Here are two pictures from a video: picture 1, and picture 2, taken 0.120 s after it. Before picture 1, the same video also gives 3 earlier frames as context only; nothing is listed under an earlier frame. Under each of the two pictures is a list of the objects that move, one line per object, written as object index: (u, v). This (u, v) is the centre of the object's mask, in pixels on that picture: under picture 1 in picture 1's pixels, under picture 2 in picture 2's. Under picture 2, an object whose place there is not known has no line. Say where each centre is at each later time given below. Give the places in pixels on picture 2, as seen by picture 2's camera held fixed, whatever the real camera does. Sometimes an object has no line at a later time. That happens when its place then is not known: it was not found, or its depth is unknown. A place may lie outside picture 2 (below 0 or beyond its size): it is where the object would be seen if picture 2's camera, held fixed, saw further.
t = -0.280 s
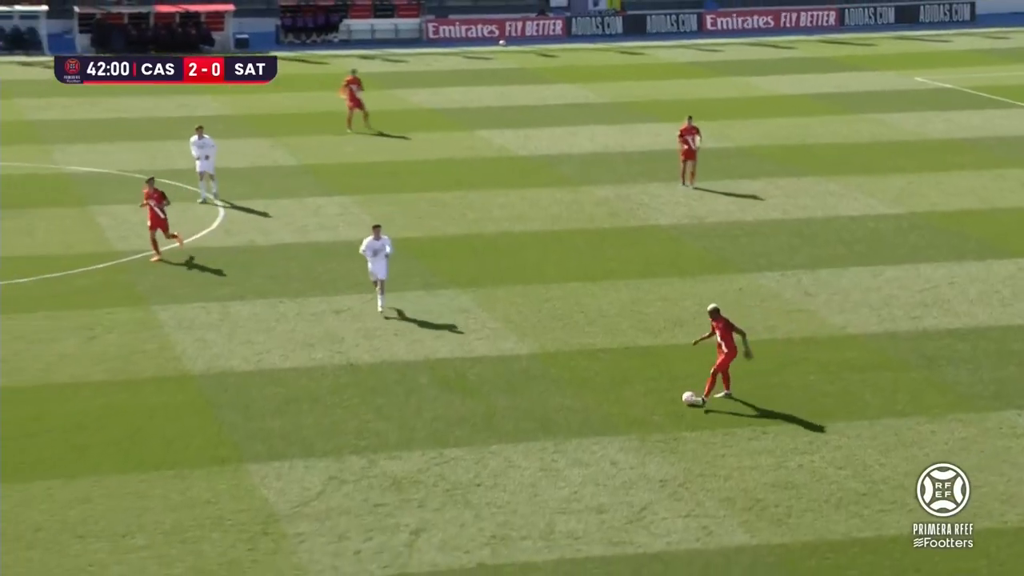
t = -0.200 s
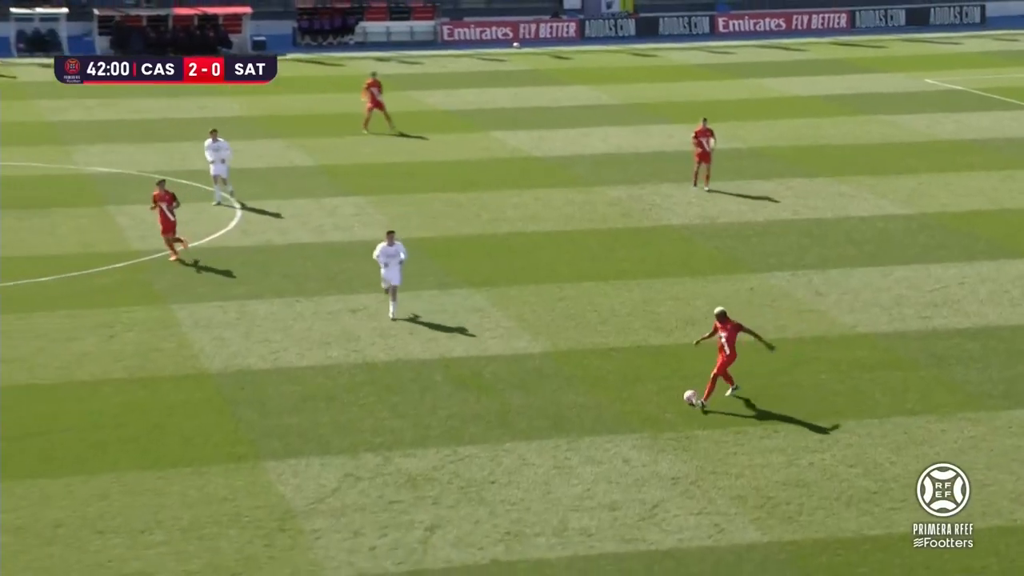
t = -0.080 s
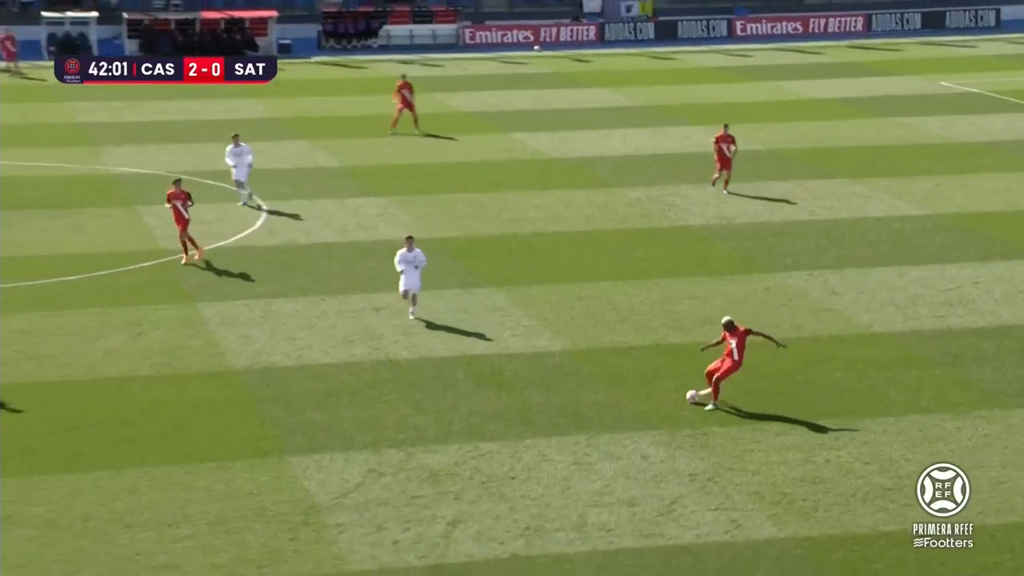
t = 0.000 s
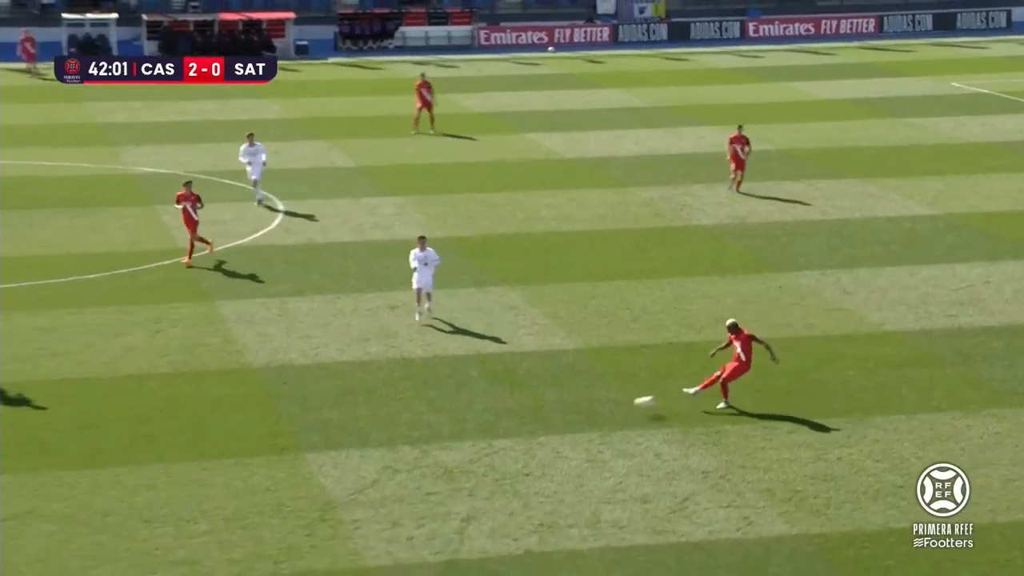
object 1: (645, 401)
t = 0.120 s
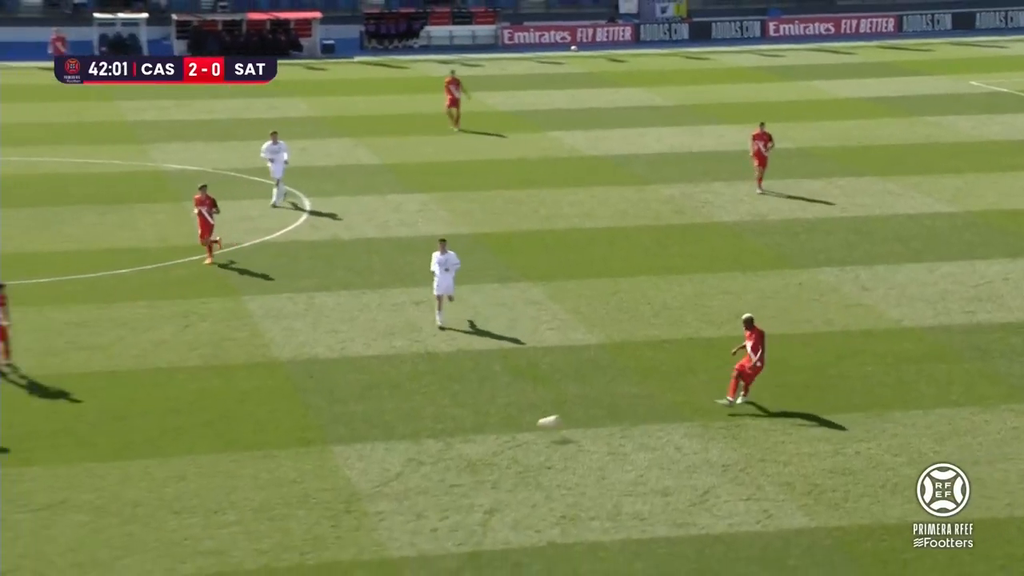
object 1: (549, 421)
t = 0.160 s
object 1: (508, 433)
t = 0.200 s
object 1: (467, 449)
